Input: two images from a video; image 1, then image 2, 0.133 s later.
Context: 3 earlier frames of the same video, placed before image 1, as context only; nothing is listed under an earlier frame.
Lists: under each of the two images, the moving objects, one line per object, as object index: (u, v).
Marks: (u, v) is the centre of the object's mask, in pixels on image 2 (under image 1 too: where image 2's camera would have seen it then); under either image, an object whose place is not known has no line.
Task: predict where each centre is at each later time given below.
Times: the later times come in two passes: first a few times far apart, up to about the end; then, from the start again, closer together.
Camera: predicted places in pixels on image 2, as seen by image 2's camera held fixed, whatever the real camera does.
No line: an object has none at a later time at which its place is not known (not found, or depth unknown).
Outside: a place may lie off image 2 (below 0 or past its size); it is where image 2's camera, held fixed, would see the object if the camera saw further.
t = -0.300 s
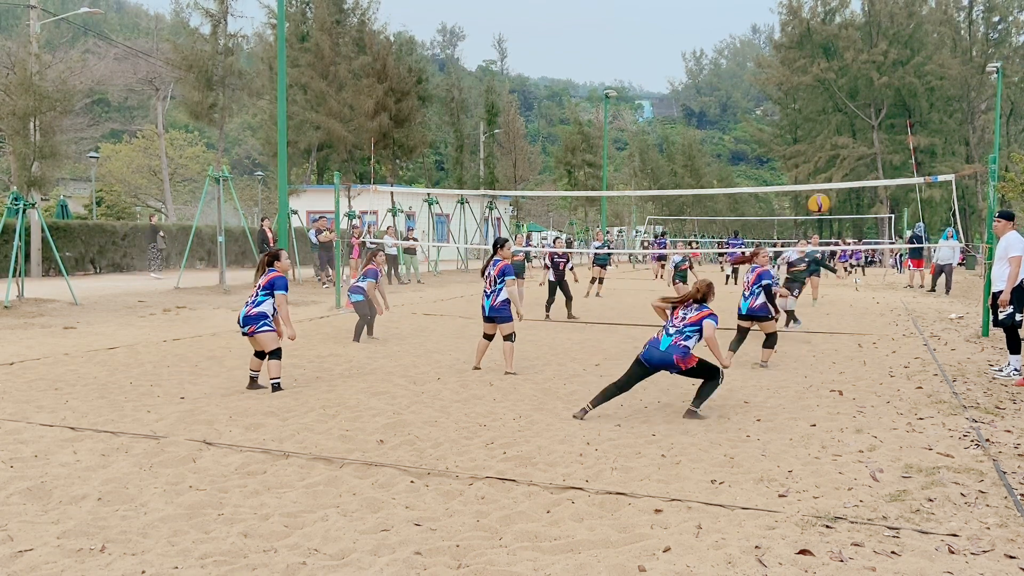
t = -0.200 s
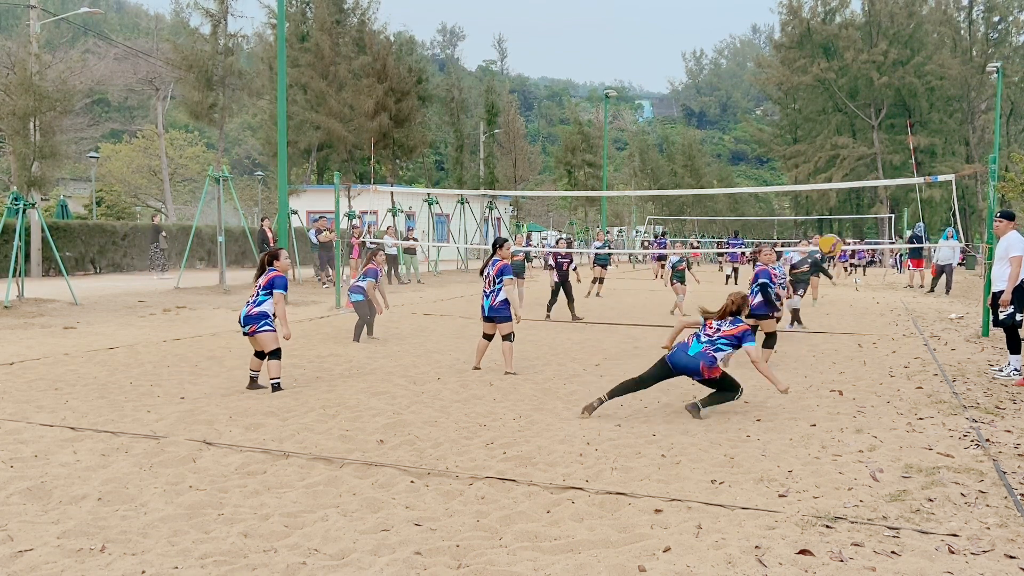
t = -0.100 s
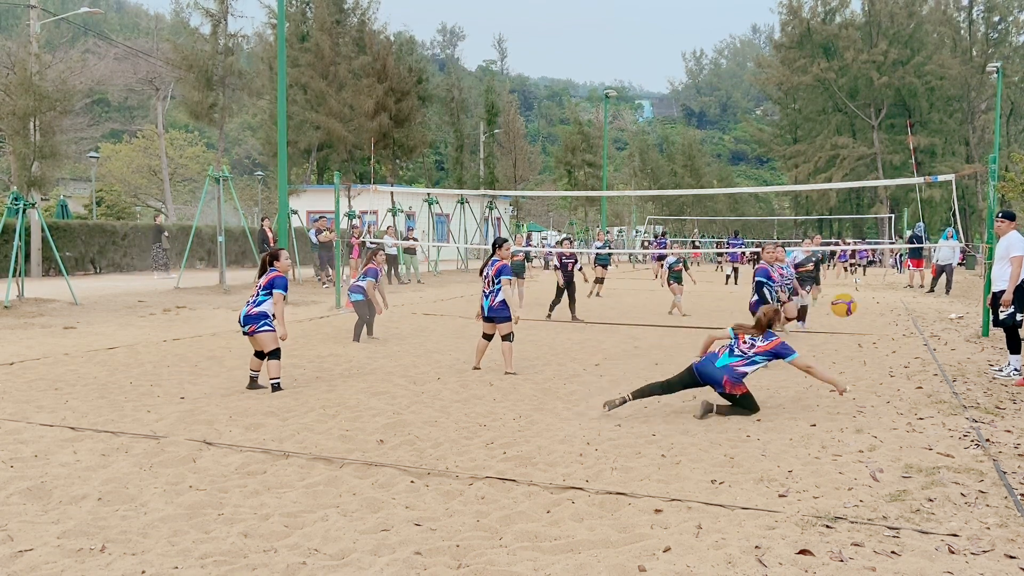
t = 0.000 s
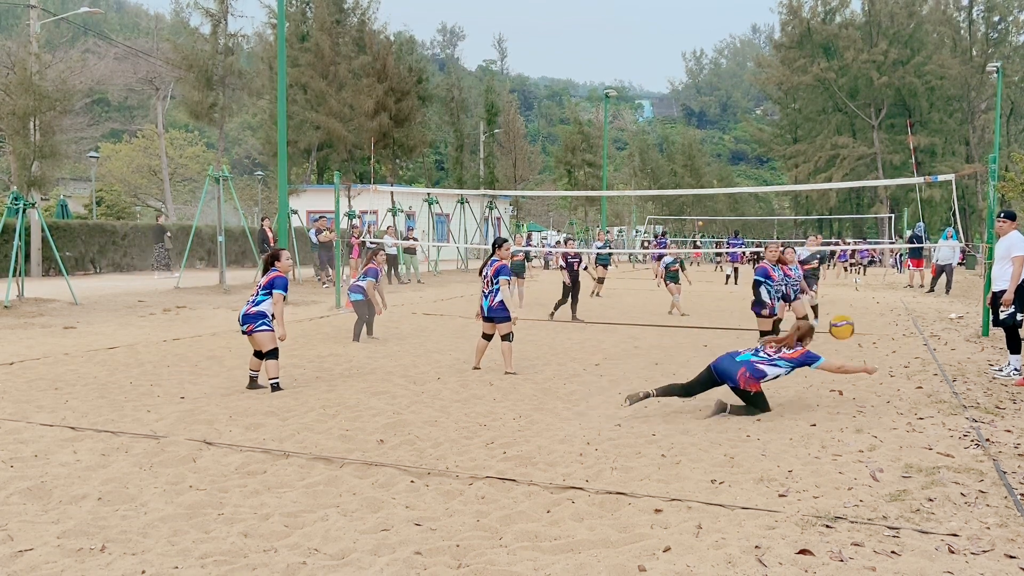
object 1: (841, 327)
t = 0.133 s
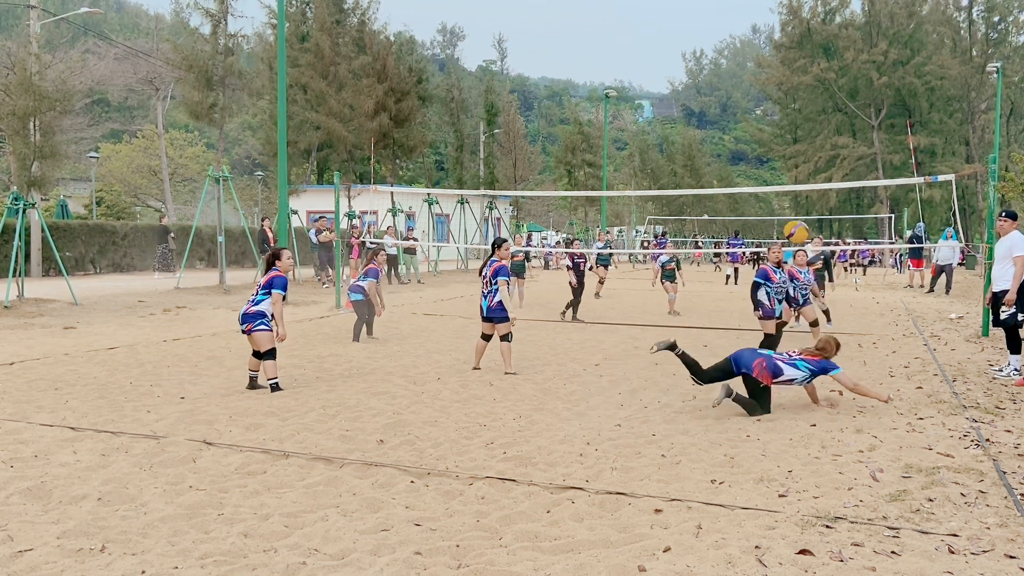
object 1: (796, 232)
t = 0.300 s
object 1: (744, 152)
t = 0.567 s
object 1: (671, 96)
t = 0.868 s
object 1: (598, 118)
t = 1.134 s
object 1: (542, 192)
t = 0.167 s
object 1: (786, 213)
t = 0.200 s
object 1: (775, 196)
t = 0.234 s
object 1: (764, 179)
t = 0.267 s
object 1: (754, 165)
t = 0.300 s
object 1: (744, 152)
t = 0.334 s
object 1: (735, 141)
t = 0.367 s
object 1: (725, 130)
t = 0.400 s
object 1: (716, 122)
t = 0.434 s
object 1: (707, 115)
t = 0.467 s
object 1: (698, 108)
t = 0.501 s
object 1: (689, 103)
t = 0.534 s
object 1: (680, 99)
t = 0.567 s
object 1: (671, 96)
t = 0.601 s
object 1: (663, 95)
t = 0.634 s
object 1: (654, 95)
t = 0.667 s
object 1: (645, 95)
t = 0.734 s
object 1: (630, 99)
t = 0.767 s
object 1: (622, 102)
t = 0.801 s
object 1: (614, 106)
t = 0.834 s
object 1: (606, 111)
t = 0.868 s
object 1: (598, 118)
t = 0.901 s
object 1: (591, 125)
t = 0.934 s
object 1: (584, 132)
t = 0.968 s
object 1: (576, 141)
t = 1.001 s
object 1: (570, 150)
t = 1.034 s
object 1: (562, 159)
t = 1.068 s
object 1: (556, 170)
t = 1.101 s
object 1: (549, 181)
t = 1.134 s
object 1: (542, 192)
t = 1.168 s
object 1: (536, 205)
